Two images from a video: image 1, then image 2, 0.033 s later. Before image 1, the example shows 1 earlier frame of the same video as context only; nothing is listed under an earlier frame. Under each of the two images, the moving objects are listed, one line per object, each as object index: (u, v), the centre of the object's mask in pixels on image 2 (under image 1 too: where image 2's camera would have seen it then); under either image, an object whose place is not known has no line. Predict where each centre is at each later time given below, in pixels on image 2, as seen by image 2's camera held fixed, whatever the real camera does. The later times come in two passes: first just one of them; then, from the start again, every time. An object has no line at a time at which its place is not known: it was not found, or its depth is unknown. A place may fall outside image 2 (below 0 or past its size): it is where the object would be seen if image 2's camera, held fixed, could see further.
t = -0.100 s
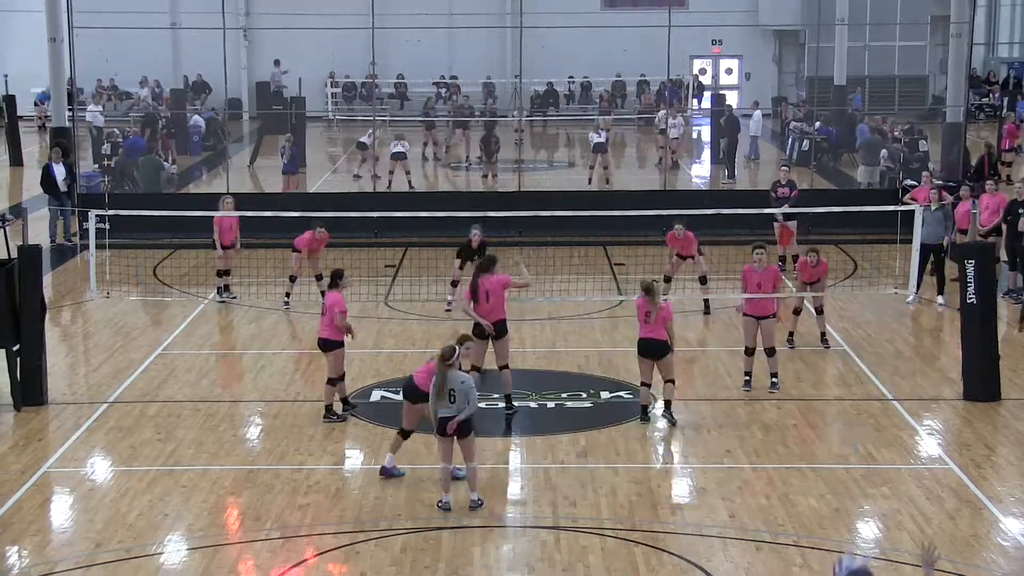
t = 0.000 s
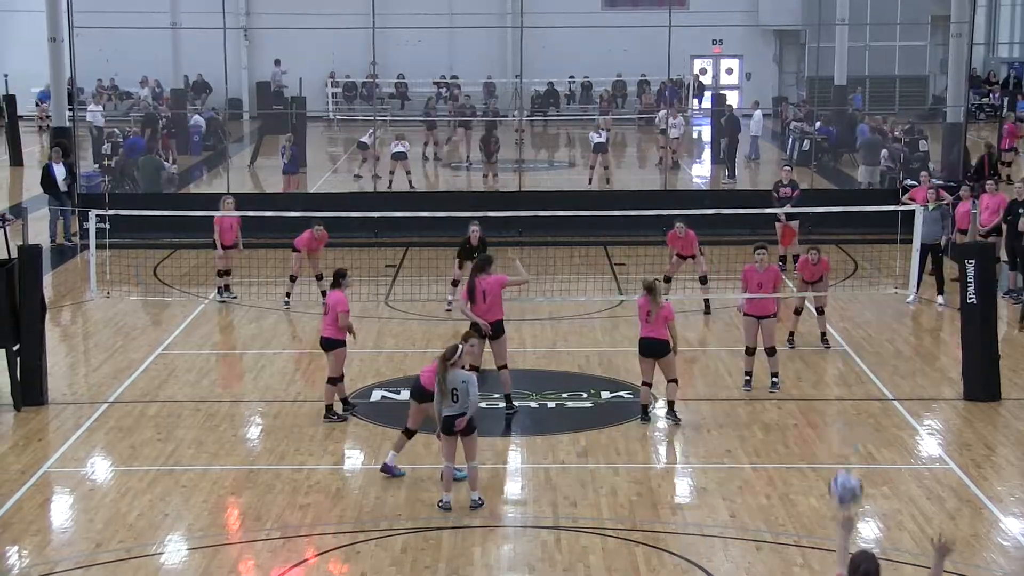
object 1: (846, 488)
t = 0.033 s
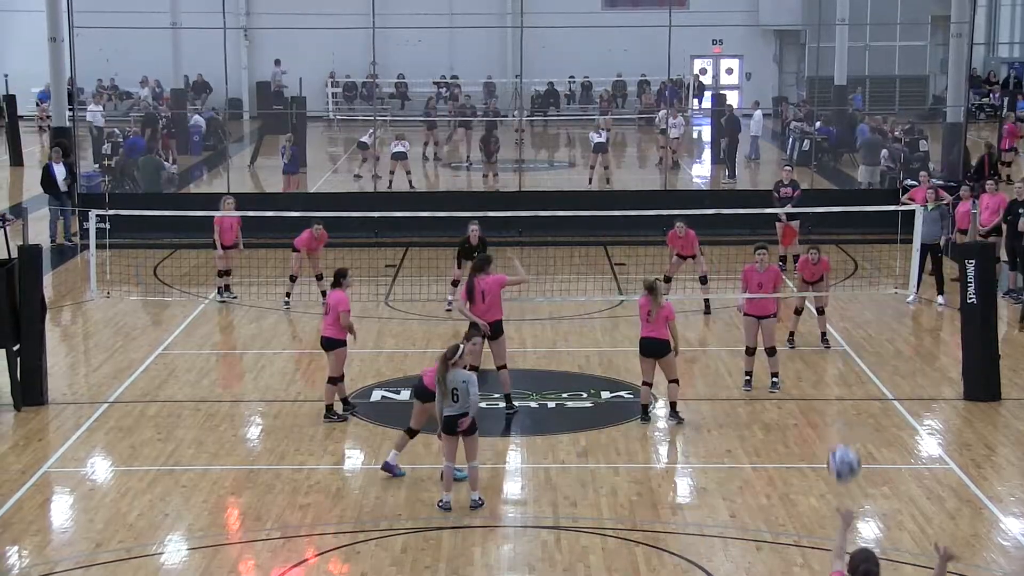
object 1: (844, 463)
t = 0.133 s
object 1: (839, 401)
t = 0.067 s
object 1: (842, 441)
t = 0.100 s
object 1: (840, 419)
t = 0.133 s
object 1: (839, 401)
